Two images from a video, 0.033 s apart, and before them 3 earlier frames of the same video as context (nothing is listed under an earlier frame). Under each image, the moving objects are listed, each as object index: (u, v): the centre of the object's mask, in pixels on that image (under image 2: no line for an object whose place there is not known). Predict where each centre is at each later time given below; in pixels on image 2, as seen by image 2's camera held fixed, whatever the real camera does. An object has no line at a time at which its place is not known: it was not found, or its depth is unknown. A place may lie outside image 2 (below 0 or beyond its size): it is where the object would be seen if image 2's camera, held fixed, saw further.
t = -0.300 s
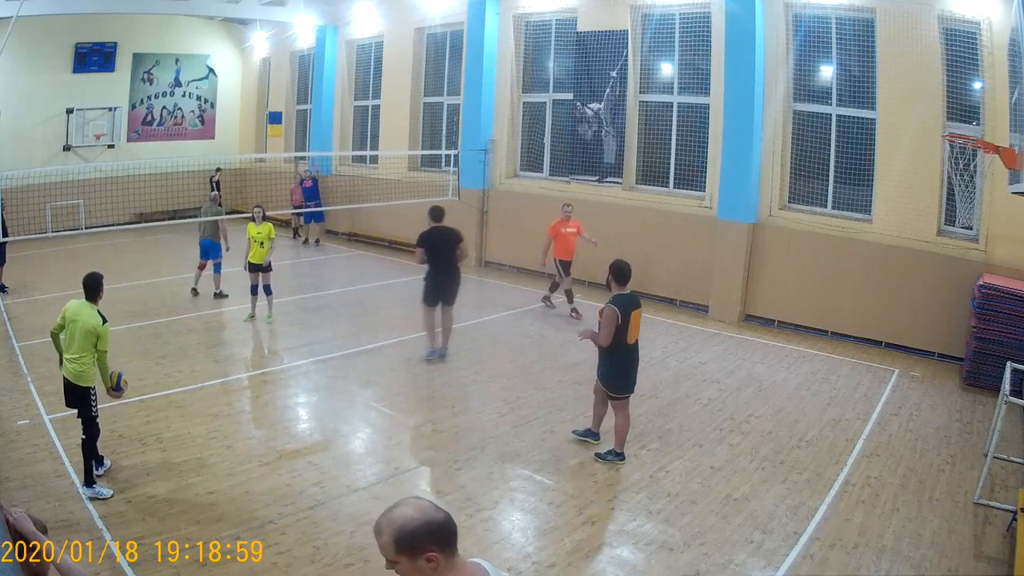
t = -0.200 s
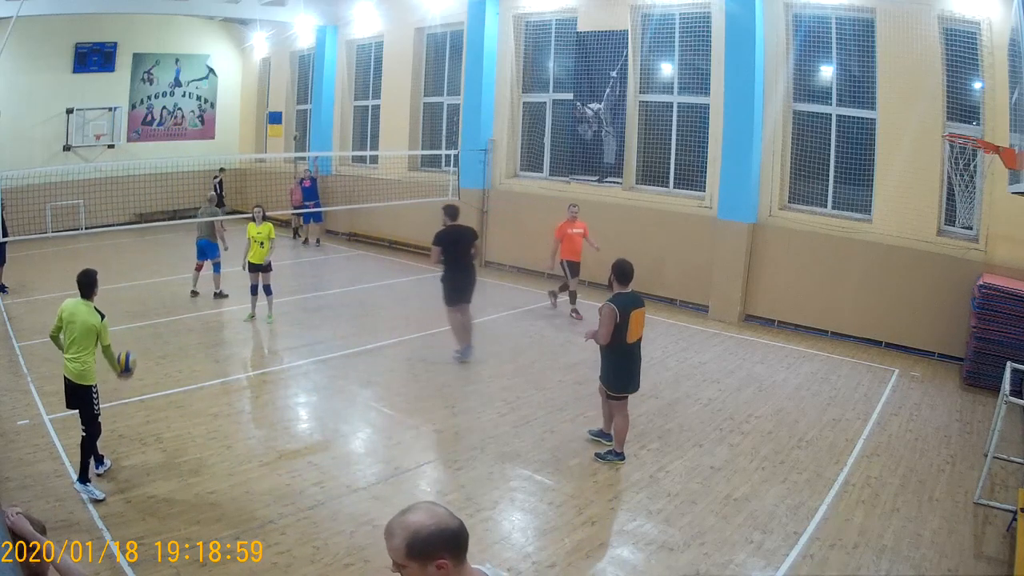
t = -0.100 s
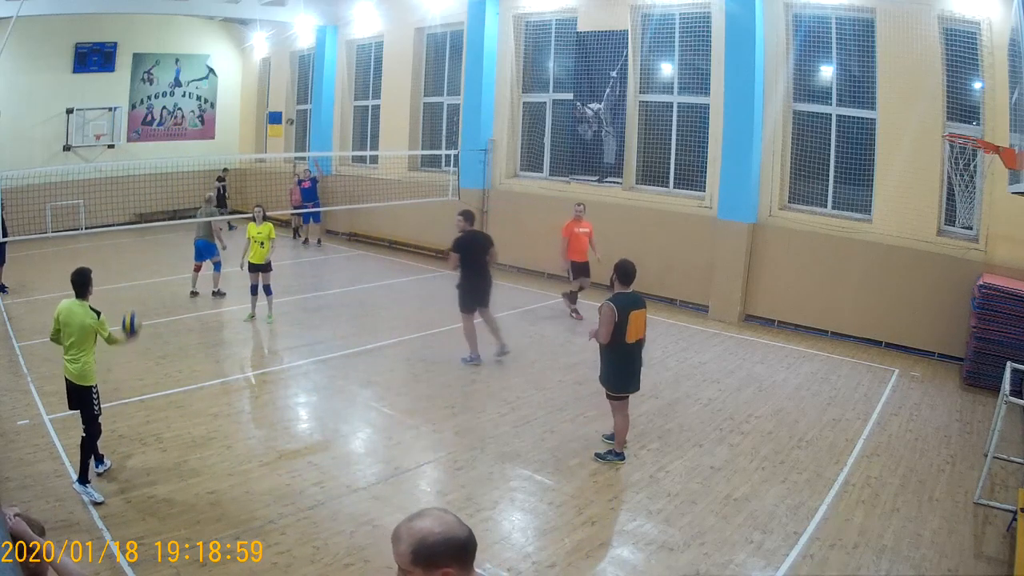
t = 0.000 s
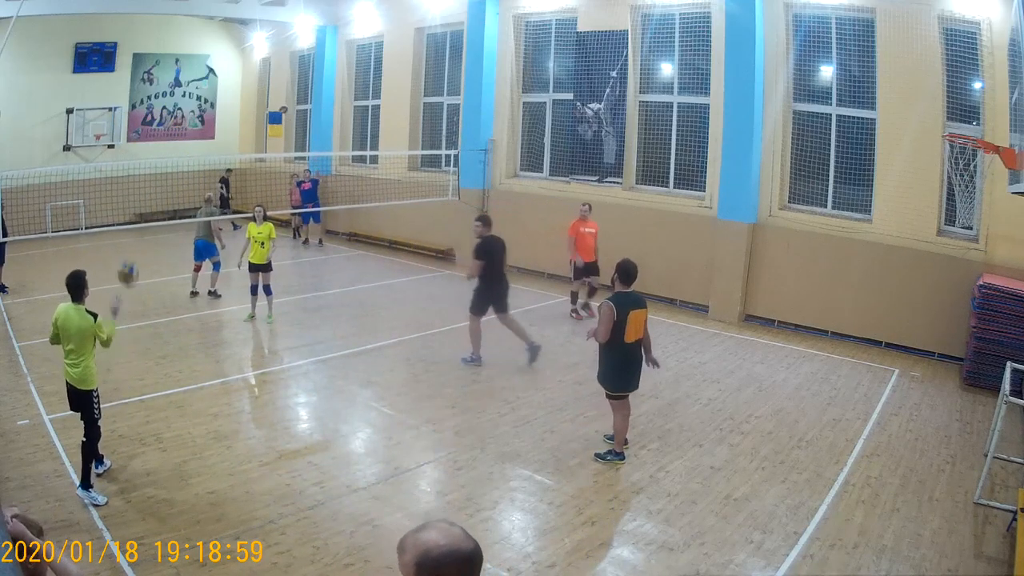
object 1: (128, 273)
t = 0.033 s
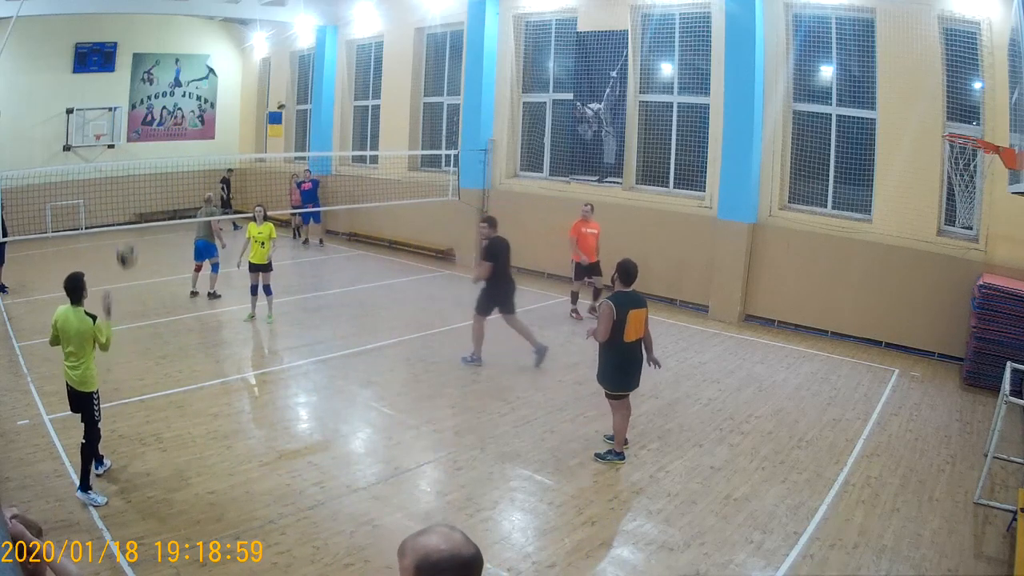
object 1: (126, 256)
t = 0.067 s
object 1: (126, 240)
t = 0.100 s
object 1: (126, 224)
